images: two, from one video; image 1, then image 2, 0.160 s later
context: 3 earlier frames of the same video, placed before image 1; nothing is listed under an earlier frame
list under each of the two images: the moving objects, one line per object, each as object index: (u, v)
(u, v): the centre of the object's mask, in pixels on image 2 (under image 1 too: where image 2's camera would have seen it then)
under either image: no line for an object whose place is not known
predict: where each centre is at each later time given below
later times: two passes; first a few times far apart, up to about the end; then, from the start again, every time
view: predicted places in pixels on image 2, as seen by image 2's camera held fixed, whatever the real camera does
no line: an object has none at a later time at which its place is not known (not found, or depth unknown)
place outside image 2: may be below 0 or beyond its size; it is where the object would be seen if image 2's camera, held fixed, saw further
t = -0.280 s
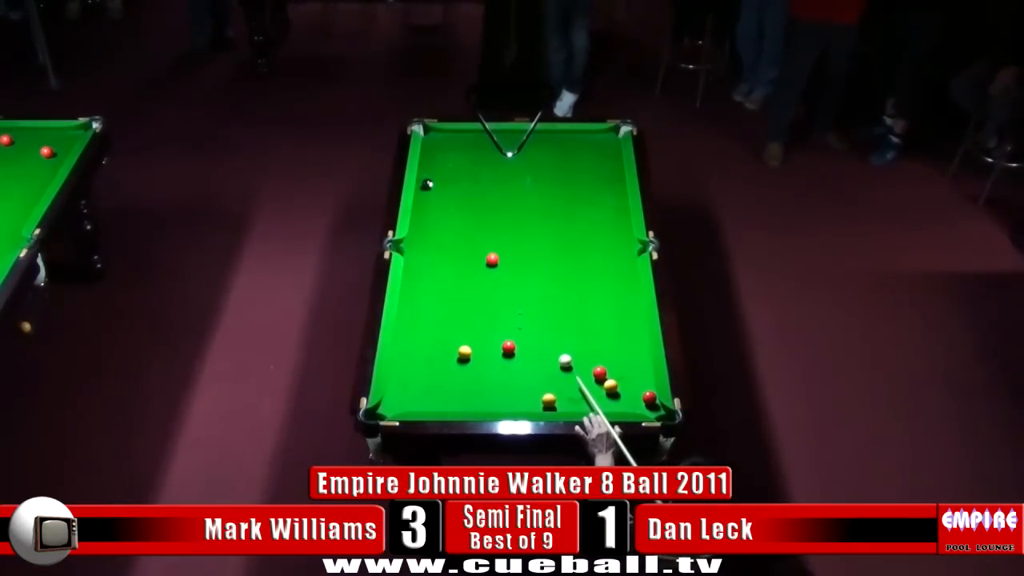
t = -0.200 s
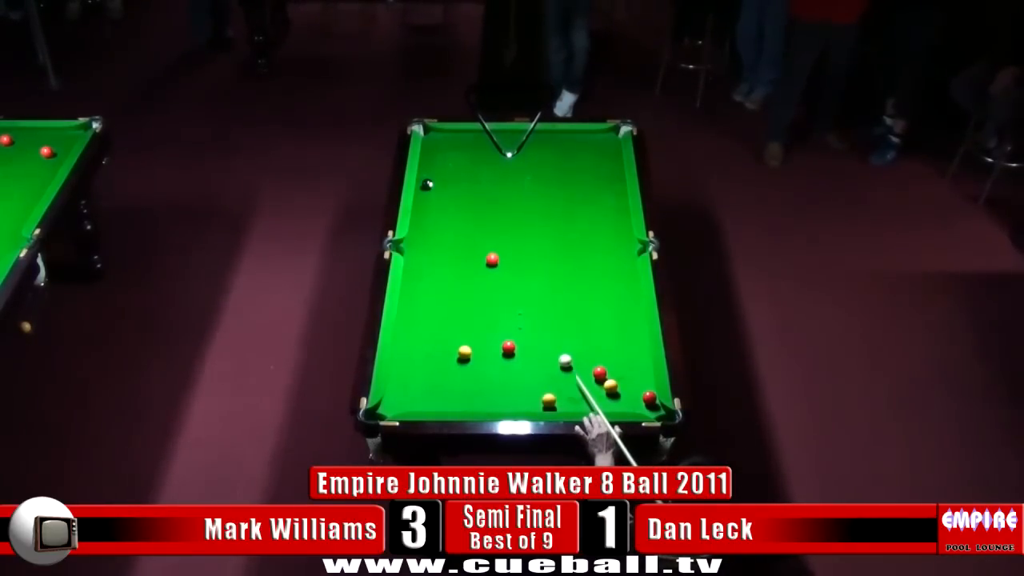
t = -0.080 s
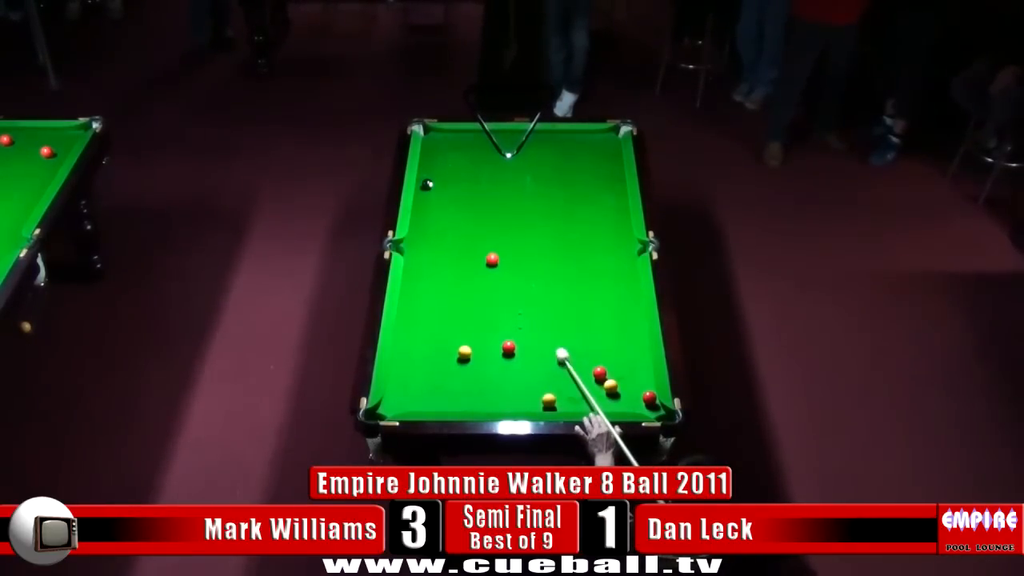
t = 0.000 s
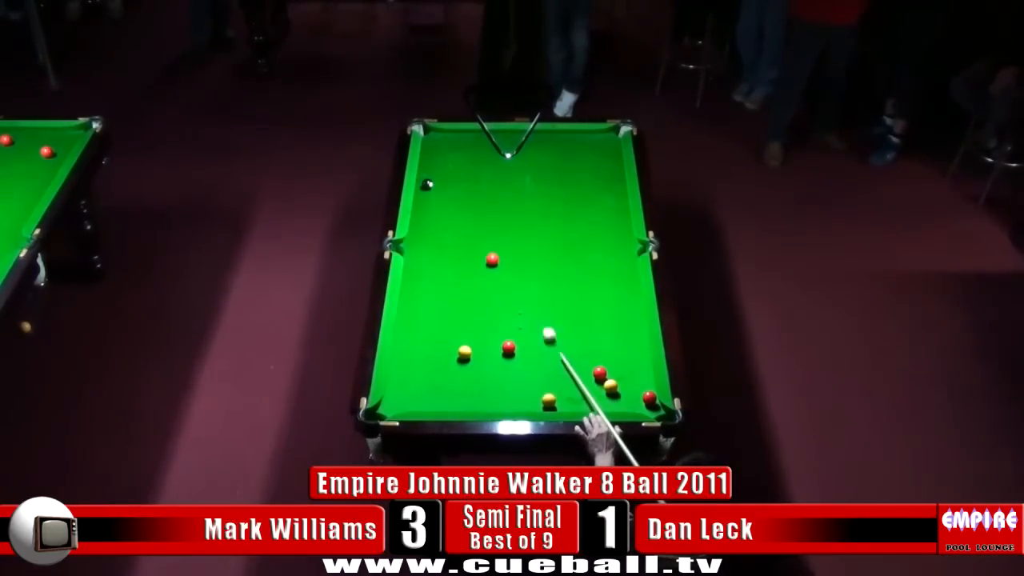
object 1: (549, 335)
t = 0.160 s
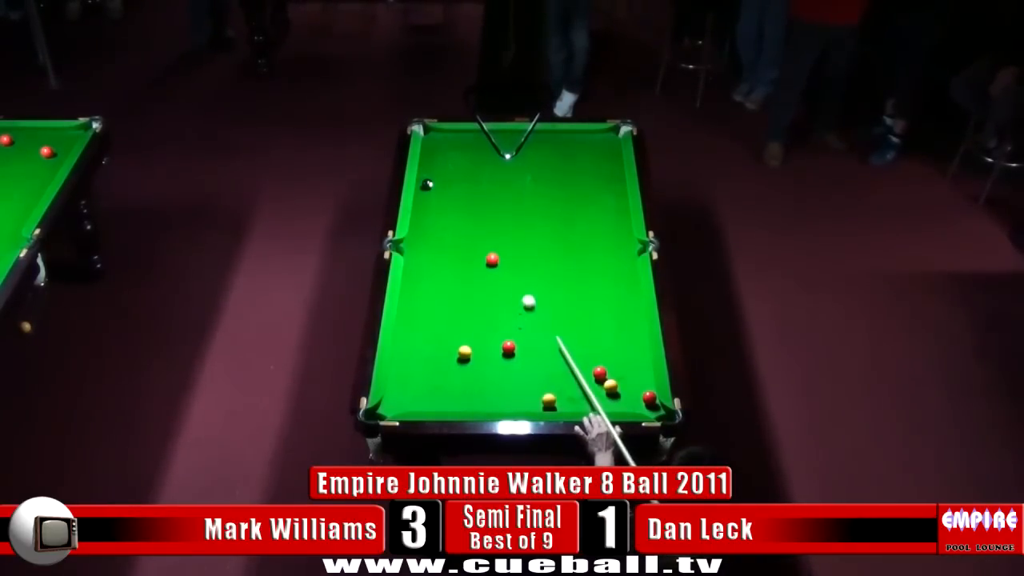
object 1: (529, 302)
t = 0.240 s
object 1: (519, 287)
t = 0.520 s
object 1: (509, 243)
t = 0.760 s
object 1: (516, 213)
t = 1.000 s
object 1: (522, 185)
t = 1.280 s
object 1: (528, 156)
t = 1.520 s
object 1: (534, 134)
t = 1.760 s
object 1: (536, 145)
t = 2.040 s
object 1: (541, 162)
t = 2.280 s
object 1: (544, 176)
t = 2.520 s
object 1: (548, 191)
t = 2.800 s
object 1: (552, 207)
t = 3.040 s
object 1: (556, 221)
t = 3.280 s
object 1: (559, 234)
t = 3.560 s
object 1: (564, 250)
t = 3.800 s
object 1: (567, 263)
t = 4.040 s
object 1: (571, 275)
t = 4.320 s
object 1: (576, 289)
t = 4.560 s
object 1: (579, 300)
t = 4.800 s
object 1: (583, 311)
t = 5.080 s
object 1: (586, 323)
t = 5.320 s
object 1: (589, 332)
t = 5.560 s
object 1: (592, 341)
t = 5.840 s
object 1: (594, 349)
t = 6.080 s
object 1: (596, 356)
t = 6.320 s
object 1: (597, 360)
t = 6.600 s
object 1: (599, 363)
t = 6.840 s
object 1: (600, 364)
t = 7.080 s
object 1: (600, 365)
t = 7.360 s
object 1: (600, 365)
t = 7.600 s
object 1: (600, 365)
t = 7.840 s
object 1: (600, 365)
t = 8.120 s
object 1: (600, 365)
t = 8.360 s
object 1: (600, 365)
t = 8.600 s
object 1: (600, 365)
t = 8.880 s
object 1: (600, 365)
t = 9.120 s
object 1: (600, 365)
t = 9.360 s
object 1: (600, 365)
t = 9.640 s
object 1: (600, 365)
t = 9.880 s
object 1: (600, 365)
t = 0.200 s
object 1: (524, 295)
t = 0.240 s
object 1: (519, 287)
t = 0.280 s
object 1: (515, 280)
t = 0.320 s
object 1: (510, 273)
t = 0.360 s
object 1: (506, 266)
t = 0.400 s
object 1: (505, 260)
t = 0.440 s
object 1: (506, 254)
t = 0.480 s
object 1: (508, 249)
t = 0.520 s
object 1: (509, 243)
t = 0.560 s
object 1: (510, 238)
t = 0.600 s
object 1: (511, 233)
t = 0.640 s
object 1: (513, 228)
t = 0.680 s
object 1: (514, 223)
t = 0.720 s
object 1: (515, 218)
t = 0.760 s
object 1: (516, 213)
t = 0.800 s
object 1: (517, 208)
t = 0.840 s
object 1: (518, 203)
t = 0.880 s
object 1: (519, 199)
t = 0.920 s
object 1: (520, 194)
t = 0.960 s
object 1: (521, 190)
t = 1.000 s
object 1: (522, 185)
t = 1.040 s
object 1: (523, 181)
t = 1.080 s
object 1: (524, 176)
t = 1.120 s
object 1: (524, 172)
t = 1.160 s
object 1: (525, 168)
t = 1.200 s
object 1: (526, 164)
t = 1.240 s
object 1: (527, 160)
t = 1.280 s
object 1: (528, 156)
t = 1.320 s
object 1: (529, 152)
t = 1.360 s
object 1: (530, 148)
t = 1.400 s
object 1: (531, 145)
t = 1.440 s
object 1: (532, 142)
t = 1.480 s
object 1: (534, 139)
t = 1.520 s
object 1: (534, 134)
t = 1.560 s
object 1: (534, 134)
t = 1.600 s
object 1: (535, 137)
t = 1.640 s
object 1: (535, 139)
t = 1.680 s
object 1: (535, 141)
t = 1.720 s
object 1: (536, 143)
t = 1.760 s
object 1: (536, 145)
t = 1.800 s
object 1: (537, 148)
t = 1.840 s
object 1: (538, 150)
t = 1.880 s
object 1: (538, 152)
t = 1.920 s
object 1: (539, 155)
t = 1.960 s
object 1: (540, 157)
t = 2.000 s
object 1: (540, 160)
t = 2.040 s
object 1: (541, 162)
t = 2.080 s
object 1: (541, 165)
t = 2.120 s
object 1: (542, 167)
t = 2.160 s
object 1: (542, 169)
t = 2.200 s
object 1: (543, 172)
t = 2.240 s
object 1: (544, 174)
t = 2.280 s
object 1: (544, 176)
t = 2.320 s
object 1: (545, 179)
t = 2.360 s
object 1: (545, 181)
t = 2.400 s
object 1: (546, 184)
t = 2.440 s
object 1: (546, 186)
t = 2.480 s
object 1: (547, 188)
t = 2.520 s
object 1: (548, 191)
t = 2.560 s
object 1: (548, 193)
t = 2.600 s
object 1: (549, 195)
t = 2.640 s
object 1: (550, 198)
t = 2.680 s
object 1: (550, 200)
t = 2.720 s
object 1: (551, 202)
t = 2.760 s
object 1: (551, 205)
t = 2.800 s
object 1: (552, 207)
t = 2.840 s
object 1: (552, 210)
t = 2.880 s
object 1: (553, 212)
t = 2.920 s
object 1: (554, 214)
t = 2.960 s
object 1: (554, 216)
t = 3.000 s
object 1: (555, 219)
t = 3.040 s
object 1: (556, 221)
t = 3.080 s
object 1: (557, 223)
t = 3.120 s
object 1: (557, 225)
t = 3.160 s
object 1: (557, 228)
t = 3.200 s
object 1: (558, 230)
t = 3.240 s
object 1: (559, 232)
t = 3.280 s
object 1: (559, 234)
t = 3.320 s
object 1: (560, 237)
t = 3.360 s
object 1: (561, 239)
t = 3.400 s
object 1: (561, 241)
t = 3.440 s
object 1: (562, 243)
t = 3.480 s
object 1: (563, 246)
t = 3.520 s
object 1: (563, 248)
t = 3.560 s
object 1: (564, 250)
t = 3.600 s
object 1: (564, 252)
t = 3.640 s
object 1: (565, 254)
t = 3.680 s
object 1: (566, 256)
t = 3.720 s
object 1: (566, 258)
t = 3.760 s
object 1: (567, 261)
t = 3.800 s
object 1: (567, 263)
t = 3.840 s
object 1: (568, 265)
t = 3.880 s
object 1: (569, 267)
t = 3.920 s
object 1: (569, 269)
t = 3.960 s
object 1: (570, 271)
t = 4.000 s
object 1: (571, 273)
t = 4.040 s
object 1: (571, 275)
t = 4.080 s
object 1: (572, 277)
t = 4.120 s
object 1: (573, 279)
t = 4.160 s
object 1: (573, 281)
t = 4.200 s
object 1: (574, 283)
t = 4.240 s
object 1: (574, 285)
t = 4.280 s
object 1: (575, 287)
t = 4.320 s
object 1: (576, 289)
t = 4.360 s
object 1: (576, 291)
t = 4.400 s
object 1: (577, 293)
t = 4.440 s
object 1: (577, 294)
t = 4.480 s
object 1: (578, 297)
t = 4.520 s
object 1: (579, 298)
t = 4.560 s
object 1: (579, 300)
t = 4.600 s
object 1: (580, 302)
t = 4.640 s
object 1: (581, 304)
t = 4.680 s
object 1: (581, 305)
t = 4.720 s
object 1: (581, 307)
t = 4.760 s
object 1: (582, 309)
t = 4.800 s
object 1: (583, 311)
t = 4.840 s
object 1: (583, 313)
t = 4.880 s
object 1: (584, 314)
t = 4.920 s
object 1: (584, 316)
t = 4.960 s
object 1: (585, 318)
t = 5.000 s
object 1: (585, 319)
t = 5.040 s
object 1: (586, 321)
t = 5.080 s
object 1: (586, 323)
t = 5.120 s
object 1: (587, 324)
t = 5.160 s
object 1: (587, 326)
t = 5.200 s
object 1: (588, 327)
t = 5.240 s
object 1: (588, 329)
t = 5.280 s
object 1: (588, 330)
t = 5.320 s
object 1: (589, 332)
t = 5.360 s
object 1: (589, 333)
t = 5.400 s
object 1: (590, 335)
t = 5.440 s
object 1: (590, 336)
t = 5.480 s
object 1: (591, 338)
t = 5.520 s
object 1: (591, 339)
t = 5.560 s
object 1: (592, 341)
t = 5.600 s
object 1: (592, 342)
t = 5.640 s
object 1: (592, 343)
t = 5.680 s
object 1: (593, 344)
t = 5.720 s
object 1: (593, 346)
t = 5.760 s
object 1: (593, 347)
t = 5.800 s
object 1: (594, 348)
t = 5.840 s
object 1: (594, 349)
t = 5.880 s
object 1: (594, 351)
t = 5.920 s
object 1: (594, 351)
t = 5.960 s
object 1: (595, 352)
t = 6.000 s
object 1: (595, 354)
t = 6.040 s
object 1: (595, 355)
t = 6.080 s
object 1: (596, 356)
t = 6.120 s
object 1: (596, 357)
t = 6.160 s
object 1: (596, 358)
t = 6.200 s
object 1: (596, 359)
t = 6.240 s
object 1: (597, 359)
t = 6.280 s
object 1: (597, 360)
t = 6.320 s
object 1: (597, 360)
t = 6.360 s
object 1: (597, 361)
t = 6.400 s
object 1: (598, 361)
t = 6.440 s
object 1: (598, 362)
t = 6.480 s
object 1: (598, 362)
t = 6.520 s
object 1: (599, 362)
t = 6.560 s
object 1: (599, 363)
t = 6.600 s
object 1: (599, 363)
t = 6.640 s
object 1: (599, 363)
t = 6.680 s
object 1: (600, 363)
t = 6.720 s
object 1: (600, 363)
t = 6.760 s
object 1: (600, 364)
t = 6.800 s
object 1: (600, 364)
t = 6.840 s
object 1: (600, 364)
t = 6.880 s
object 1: (600, 364)
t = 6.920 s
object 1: (600, 364)
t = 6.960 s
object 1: (600, 364)
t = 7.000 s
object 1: (600, 364)
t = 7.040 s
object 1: (600, 364)
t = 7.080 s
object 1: (600, 365)
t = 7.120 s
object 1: (600, 365)
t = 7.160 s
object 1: (600, 365)
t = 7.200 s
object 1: (600, 365)
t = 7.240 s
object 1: (600, 365)
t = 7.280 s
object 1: (600, 365)
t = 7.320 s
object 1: (600, 365)
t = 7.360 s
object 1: (600, 365)
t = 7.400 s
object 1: (600, 365)
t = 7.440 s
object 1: (600, 365)
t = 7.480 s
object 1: (600, 365)
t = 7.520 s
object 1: (600, 365)
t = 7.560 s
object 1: (600, 365)
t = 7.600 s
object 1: (600, 365)
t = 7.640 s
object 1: (600, 365)
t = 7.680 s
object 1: (600, 365)
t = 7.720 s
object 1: (600, 365)
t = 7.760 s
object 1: (600, 365)
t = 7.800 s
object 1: (600, 365)
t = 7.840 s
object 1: (600, 365)
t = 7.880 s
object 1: (600, 365)
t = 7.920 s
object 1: (600, 365)
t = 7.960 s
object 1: (600, 365)
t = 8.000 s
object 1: (600, 365)
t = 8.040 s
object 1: (600, 365)
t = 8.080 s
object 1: (600, 365)
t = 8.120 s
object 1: (600, 365)
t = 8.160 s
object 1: (600, 365)
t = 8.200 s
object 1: (600, 365)
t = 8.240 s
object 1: (600, 365)
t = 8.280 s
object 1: (600, 365)
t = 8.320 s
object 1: (600, 365)
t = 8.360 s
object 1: (600, 365)
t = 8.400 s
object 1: (600, 365)
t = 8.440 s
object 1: (600, 365)
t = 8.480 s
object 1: (600, 365)
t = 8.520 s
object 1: (600, 365)
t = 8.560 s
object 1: (600, 365)
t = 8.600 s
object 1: (600, 365)
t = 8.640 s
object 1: (600, 365)
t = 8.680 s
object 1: (600, 365)
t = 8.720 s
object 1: (600, 365)
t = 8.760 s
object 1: (600, 365)
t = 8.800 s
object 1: (600, 365)
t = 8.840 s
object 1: (600, 365)
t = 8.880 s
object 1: (600, 365)
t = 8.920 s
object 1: (600, 365)
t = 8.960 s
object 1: (600, 365)
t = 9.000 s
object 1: (600, 365)
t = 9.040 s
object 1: (600, 365)
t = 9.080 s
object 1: (600, 365)
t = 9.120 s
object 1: (600, 365)
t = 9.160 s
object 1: (600, 365)
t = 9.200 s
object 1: (600, 365)
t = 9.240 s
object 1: (600, 365)
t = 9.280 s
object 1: (600, 365)
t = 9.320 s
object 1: (600, 365)
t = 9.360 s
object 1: (600, 365)
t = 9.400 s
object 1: (600, 365)
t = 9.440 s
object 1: (600, 365)
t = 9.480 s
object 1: (600, 365)
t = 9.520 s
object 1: (600, 365)
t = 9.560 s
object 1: (600, 365)
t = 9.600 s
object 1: (600, 365)
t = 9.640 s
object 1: (600, 365)
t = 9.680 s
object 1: (600, 365)
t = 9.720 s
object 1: (600, 365)
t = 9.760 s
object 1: (600, 365)
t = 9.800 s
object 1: (600, 365)
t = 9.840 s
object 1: (600, 365)
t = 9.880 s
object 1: (600, 365)
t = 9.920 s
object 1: (600, 365)
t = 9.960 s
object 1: (600, 365)
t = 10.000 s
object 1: (600, 365)
